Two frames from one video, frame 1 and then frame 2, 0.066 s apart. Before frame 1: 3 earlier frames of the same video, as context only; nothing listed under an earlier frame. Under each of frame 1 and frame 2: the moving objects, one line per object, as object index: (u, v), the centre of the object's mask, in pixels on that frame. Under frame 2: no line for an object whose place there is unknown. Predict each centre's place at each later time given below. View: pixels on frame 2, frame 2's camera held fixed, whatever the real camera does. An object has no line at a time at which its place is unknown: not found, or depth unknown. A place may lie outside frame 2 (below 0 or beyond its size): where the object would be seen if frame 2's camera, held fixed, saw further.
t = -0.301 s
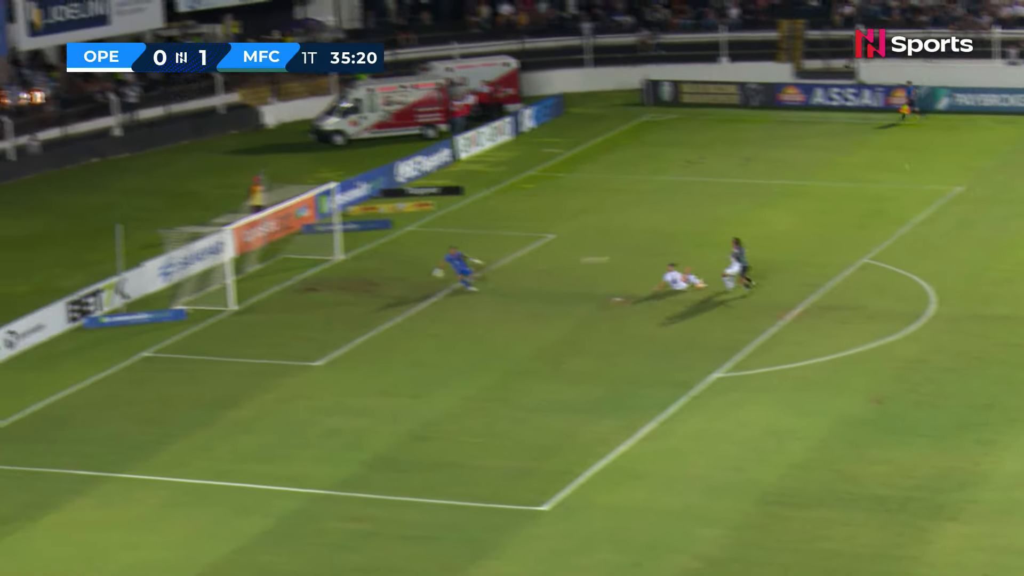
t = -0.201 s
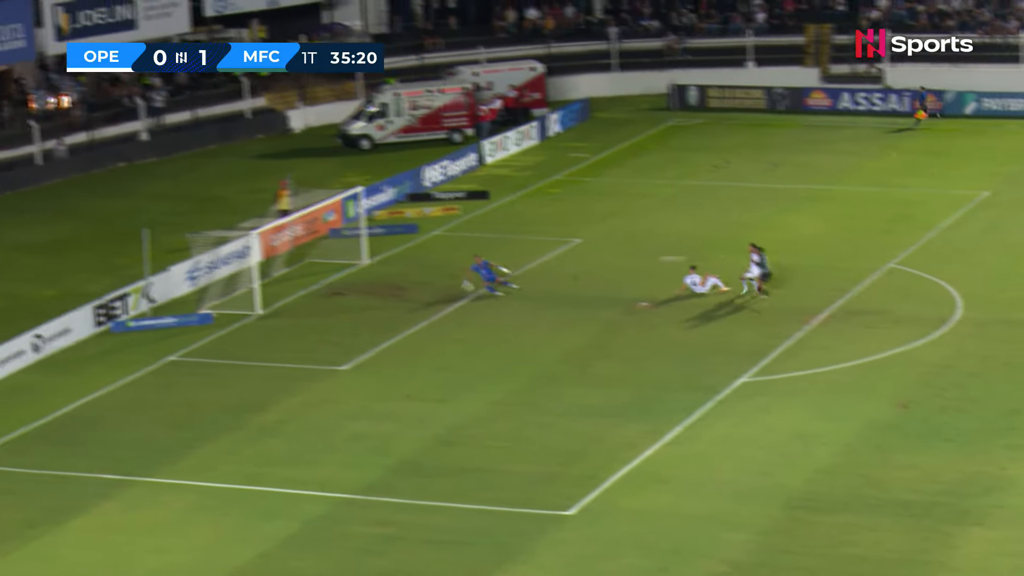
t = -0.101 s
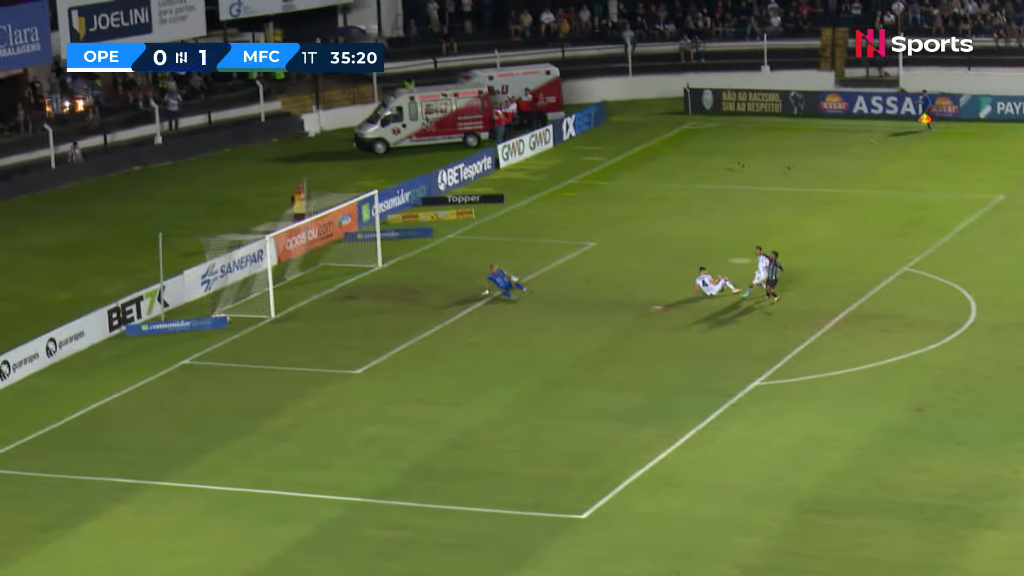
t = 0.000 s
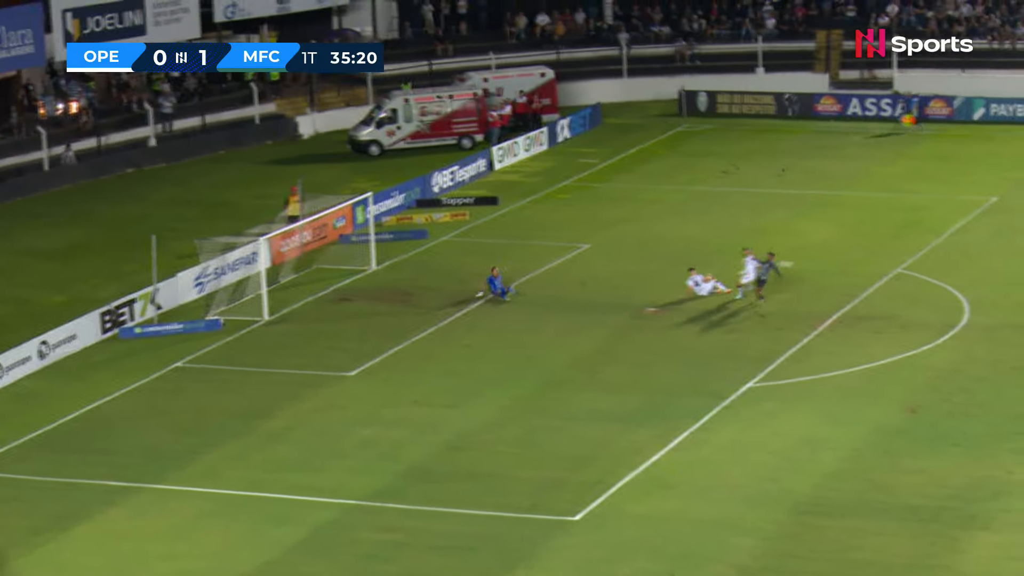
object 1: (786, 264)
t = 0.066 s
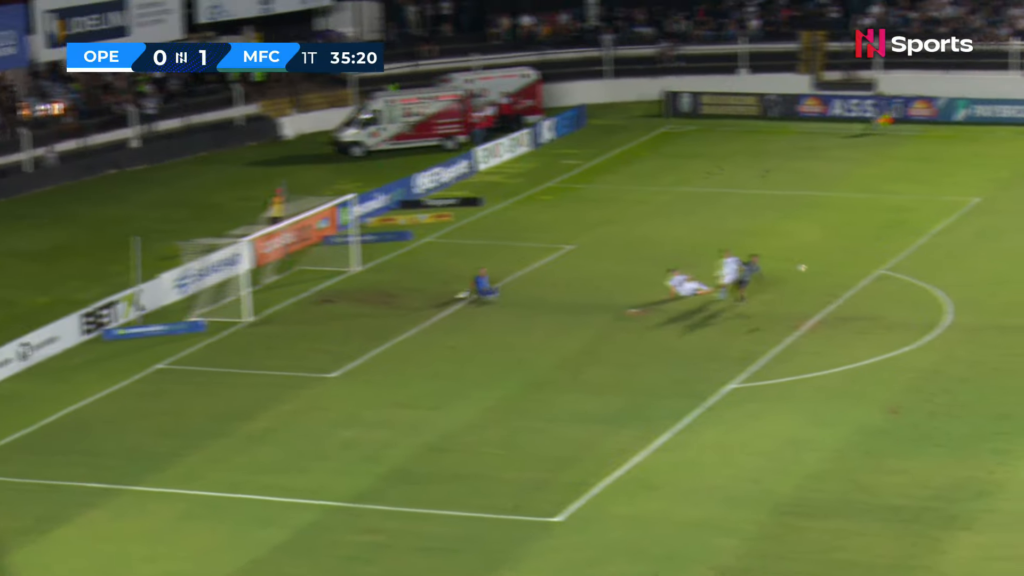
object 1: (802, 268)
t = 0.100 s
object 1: (818, 270)
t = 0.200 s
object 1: (865, 278)
